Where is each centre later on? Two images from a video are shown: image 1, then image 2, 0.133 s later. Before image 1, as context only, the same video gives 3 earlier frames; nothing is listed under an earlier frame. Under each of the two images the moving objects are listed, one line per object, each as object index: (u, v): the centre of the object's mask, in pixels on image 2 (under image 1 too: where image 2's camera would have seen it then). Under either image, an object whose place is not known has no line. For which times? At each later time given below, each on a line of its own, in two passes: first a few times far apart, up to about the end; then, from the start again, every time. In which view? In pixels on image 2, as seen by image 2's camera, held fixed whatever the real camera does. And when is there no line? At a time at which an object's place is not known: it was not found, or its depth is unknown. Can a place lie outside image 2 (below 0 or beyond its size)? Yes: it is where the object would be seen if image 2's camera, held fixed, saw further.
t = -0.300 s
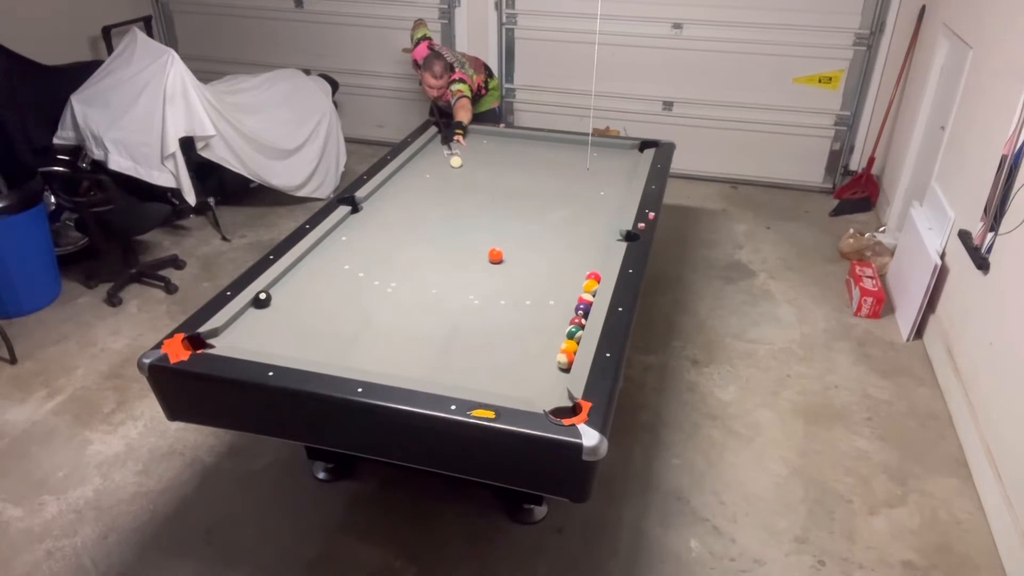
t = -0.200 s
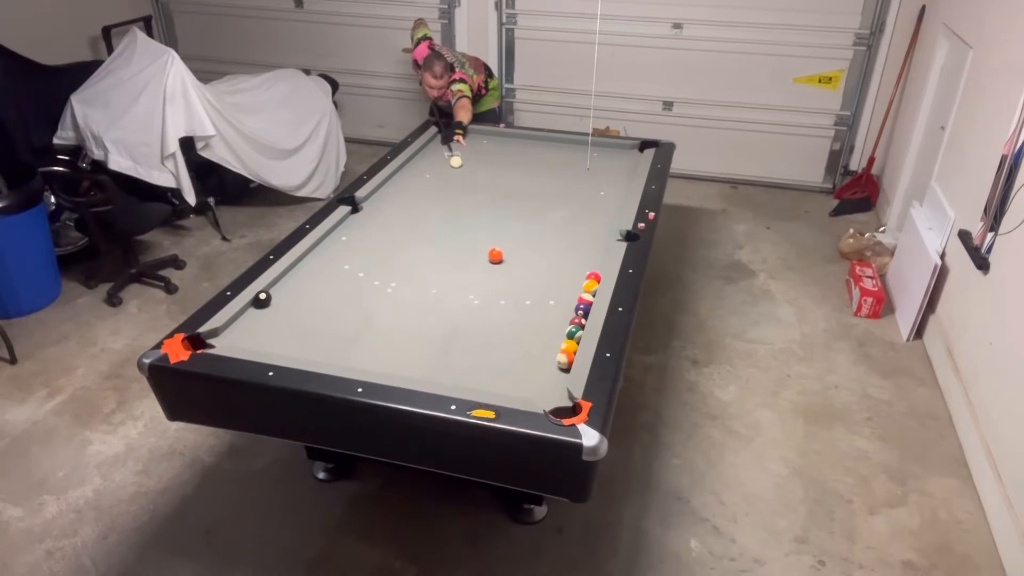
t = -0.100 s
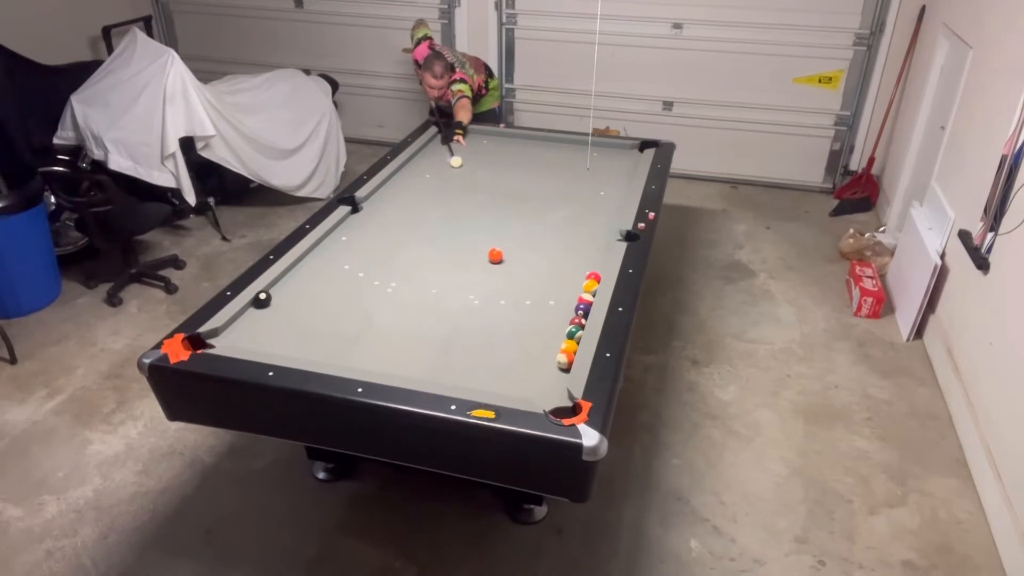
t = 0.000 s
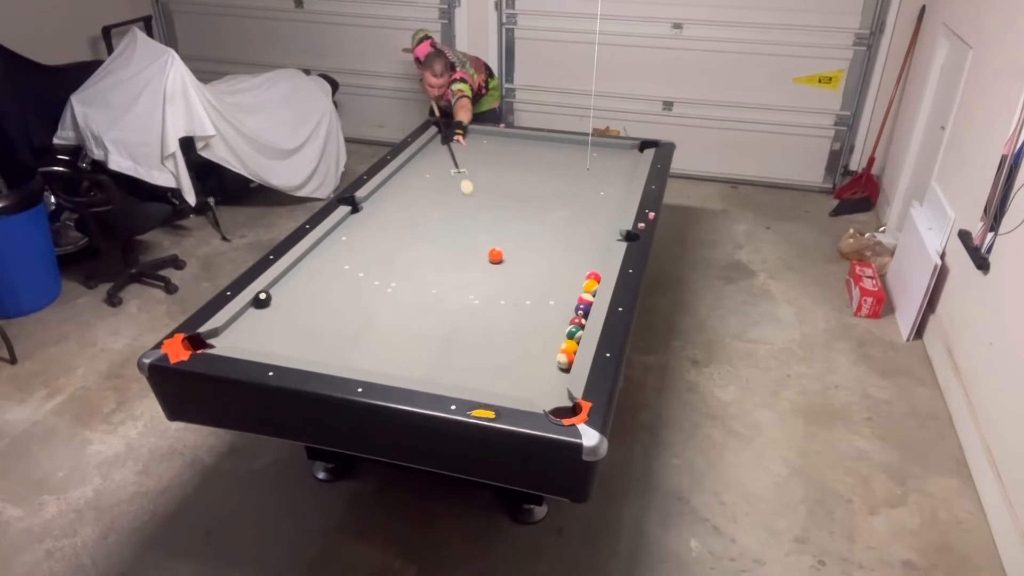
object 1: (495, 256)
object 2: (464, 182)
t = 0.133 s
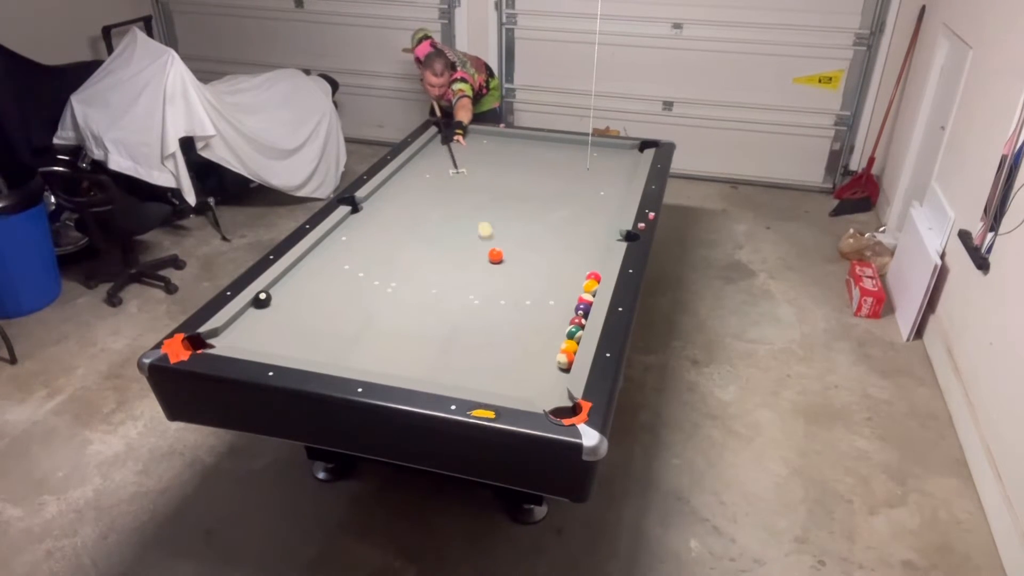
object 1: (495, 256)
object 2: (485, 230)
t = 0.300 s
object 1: (512, 296)
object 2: (493, 249)
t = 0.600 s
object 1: (560, 411)
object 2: (493, 249)
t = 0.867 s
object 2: (493, 249)
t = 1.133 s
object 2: (493, 249)
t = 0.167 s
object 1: (495, 256)
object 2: (489, 241)
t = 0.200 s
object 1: (498, 261)
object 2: (492, 247)
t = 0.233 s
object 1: (502, 273)
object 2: (493, 249)
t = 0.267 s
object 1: (507, 285)
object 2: (493, 249)
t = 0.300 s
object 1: (512, 296)
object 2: (493, 249)
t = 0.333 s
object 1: (517, 309)
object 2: (493, 249)
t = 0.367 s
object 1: (522, 321)
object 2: (493, 249)
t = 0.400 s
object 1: (527, 333)
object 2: (493, 249)
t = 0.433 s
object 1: (532, 345)
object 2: (493, 249)
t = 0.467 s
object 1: (537, 357)
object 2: (493, 249)
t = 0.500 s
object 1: (542, 371)
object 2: (493, 249)
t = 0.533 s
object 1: (548, 385)
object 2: (493, 249)
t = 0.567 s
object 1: (553, 398)
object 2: (493, 249)
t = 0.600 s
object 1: (560, 411)
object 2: (493, 249)
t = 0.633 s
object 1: (565, 416)
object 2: (493, 249)
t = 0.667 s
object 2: (493, 249)
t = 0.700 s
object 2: (493, 249)
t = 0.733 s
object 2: (493, 249)
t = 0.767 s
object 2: (493, 249)
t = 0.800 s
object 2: (493, 249)
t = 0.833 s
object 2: (493, 249)
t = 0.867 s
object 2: (493, 249)
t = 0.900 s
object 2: (493, 249)
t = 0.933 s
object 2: (493, 249)
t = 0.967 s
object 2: (493, 249)
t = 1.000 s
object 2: (493, 249)
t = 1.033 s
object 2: (493, 249)
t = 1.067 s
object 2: (493, 249)
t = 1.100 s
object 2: (493, 249)
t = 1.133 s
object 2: (493, 249)
